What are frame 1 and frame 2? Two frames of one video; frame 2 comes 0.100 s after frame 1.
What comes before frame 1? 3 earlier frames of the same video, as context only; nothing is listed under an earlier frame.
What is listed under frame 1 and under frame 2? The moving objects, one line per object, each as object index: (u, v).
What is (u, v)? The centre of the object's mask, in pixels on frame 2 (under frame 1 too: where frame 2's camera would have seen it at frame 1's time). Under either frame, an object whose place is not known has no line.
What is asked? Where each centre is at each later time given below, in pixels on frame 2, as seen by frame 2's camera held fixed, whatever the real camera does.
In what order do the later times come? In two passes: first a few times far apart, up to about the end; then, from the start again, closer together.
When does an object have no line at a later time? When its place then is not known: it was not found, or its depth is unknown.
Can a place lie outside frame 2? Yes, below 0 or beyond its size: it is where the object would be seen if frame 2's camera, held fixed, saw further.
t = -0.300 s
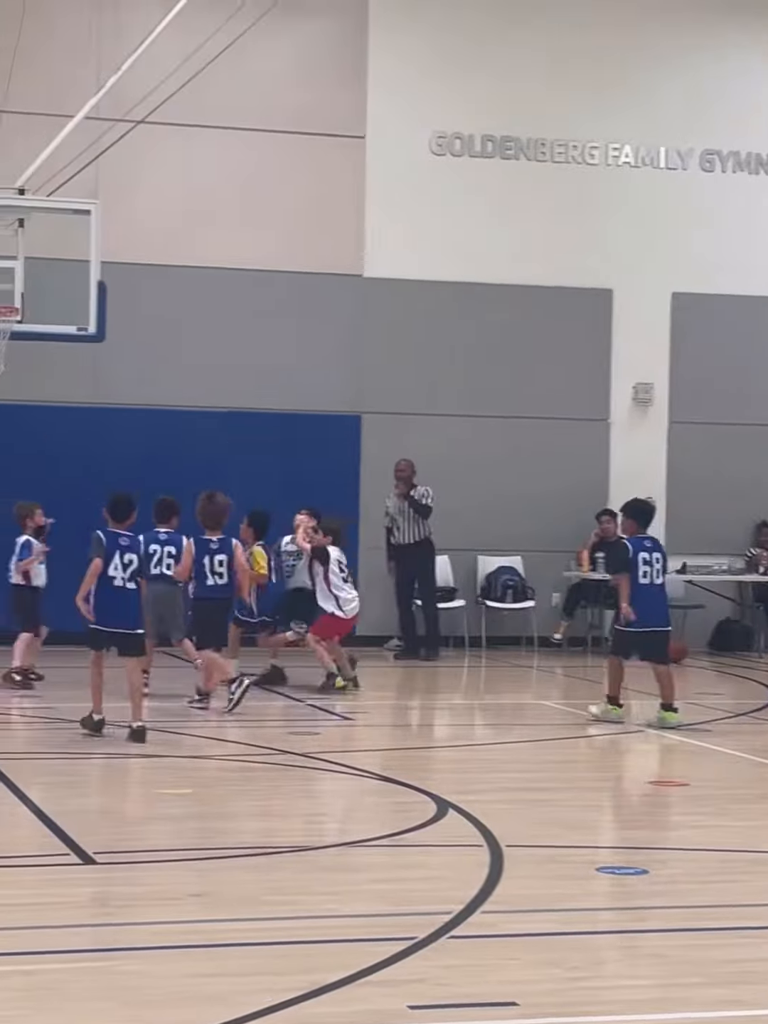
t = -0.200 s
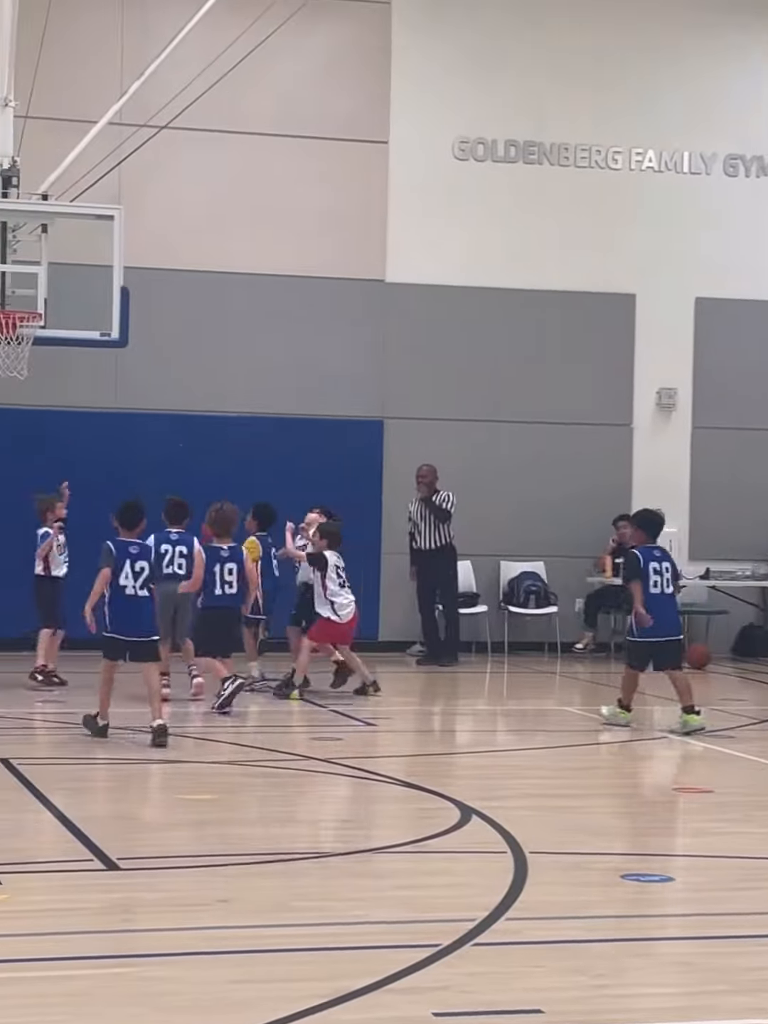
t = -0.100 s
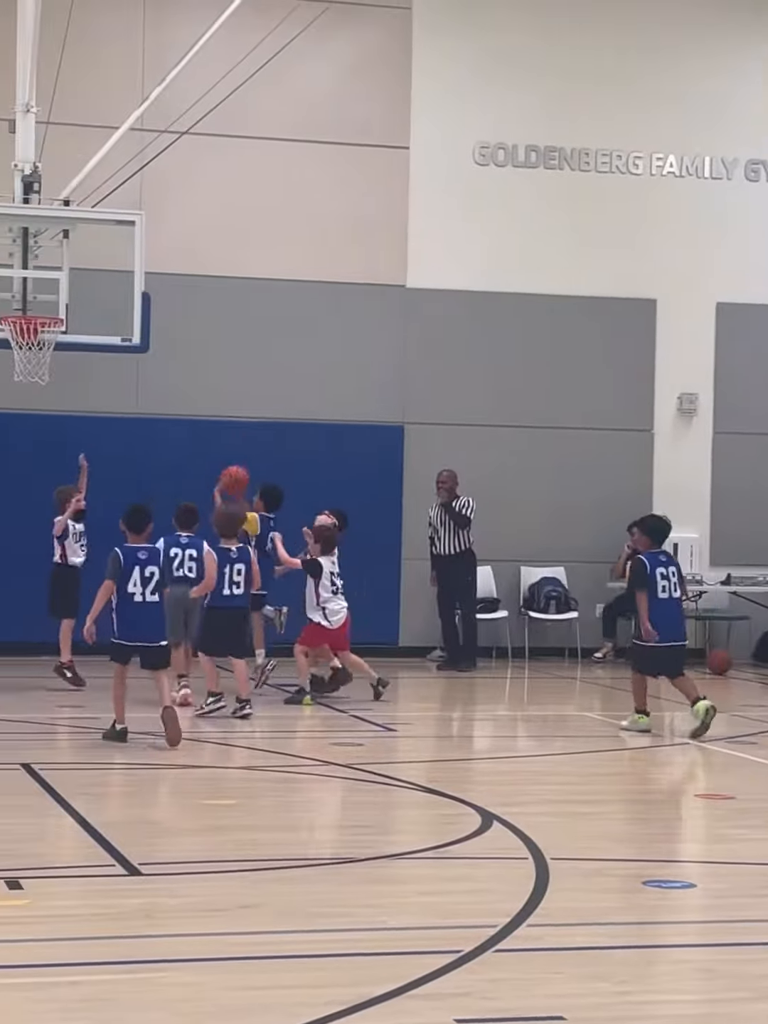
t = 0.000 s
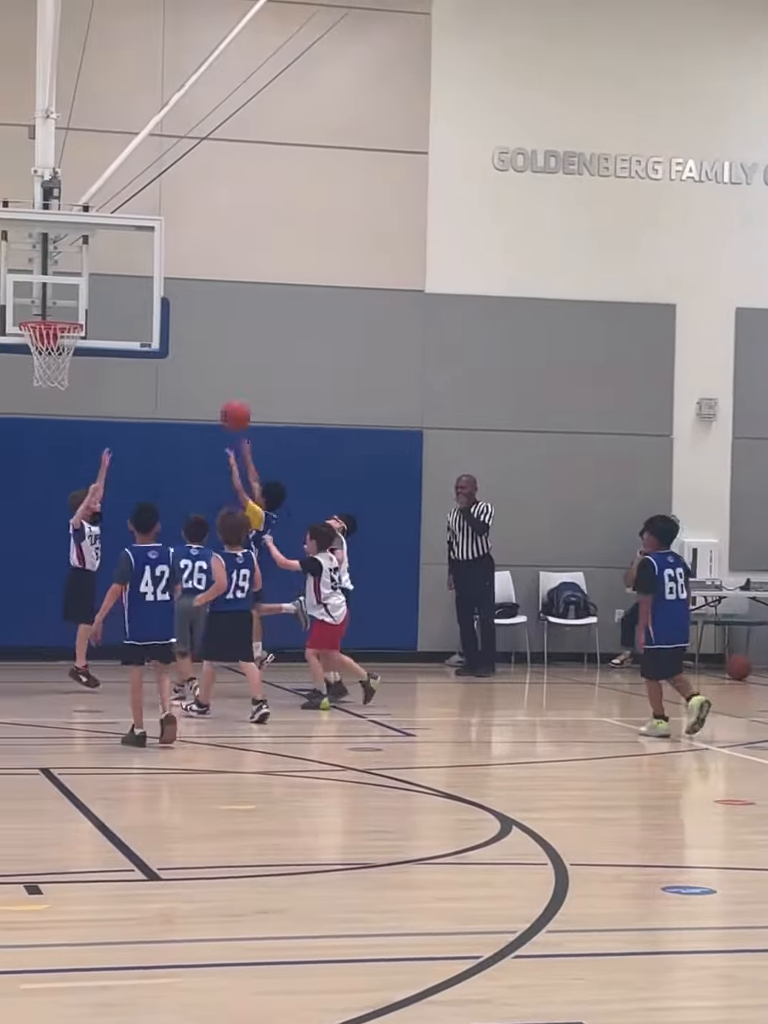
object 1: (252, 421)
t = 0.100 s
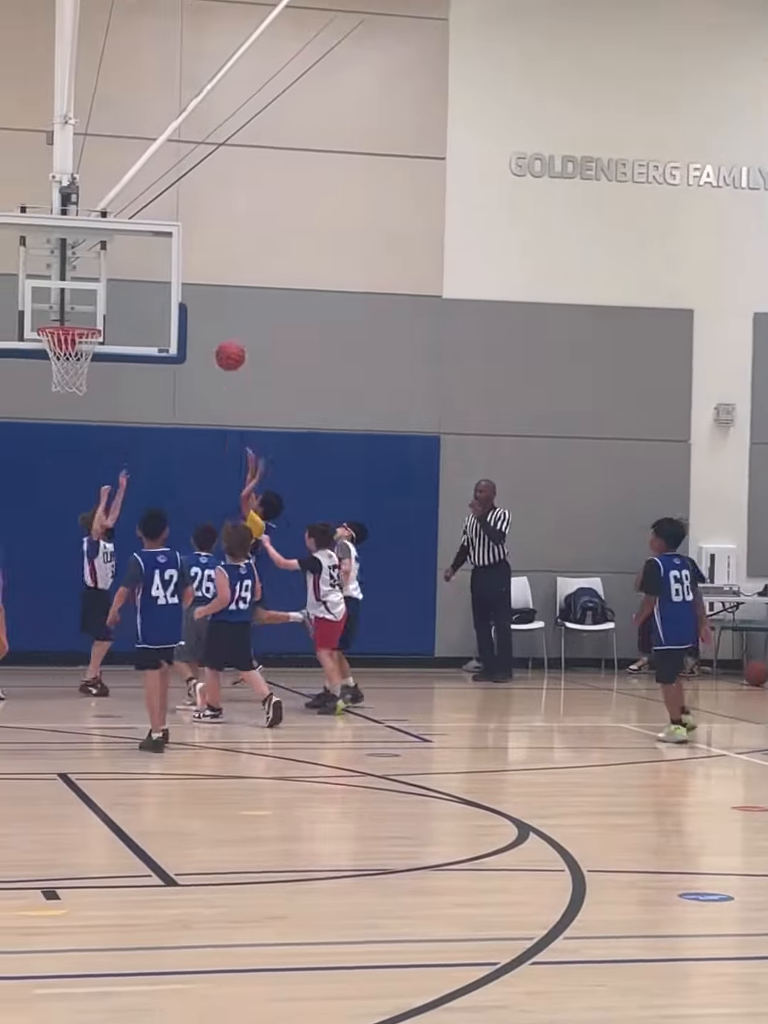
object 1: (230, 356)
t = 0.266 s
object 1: (194, 280)
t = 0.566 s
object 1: (132, 238)
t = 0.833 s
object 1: (86, 289)
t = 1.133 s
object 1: (65, 386)
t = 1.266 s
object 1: (65, 407)
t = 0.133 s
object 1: (223, 338)
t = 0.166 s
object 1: (215, 320)
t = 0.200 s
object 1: (208, 306)
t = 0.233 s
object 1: (202, 292)
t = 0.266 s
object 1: (194, 280)
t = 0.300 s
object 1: (188, 269)
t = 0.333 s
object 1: (181, 260)
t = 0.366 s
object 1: (174, 252)
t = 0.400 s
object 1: (166, 247)
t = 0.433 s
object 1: (160, 242)
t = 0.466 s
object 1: (153, 239)
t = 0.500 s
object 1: (146, 238)
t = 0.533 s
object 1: (139, 237)
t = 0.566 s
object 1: (132, 238)
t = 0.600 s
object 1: (125, 241)
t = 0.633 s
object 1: (118, 245)
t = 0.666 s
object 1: (111, 250)
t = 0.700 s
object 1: (105, 256)
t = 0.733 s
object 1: (98, 264)
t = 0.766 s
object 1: (92, 273)
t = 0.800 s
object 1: (89, 281)
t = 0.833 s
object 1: (86, 289)
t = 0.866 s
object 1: (82, 300)
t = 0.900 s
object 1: (78, 312)
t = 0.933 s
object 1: (75, 320)
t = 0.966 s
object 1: (71, 345)
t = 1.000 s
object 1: (68, 357)
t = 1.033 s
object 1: (66, 369)
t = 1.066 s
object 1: (65, 376)
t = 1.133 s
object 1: (65, 386)
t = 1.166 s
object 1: (65, 388)
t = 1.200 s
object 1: (65, 391)
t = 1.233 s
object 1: (65, 398)
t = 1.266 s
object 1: (65, 407)
